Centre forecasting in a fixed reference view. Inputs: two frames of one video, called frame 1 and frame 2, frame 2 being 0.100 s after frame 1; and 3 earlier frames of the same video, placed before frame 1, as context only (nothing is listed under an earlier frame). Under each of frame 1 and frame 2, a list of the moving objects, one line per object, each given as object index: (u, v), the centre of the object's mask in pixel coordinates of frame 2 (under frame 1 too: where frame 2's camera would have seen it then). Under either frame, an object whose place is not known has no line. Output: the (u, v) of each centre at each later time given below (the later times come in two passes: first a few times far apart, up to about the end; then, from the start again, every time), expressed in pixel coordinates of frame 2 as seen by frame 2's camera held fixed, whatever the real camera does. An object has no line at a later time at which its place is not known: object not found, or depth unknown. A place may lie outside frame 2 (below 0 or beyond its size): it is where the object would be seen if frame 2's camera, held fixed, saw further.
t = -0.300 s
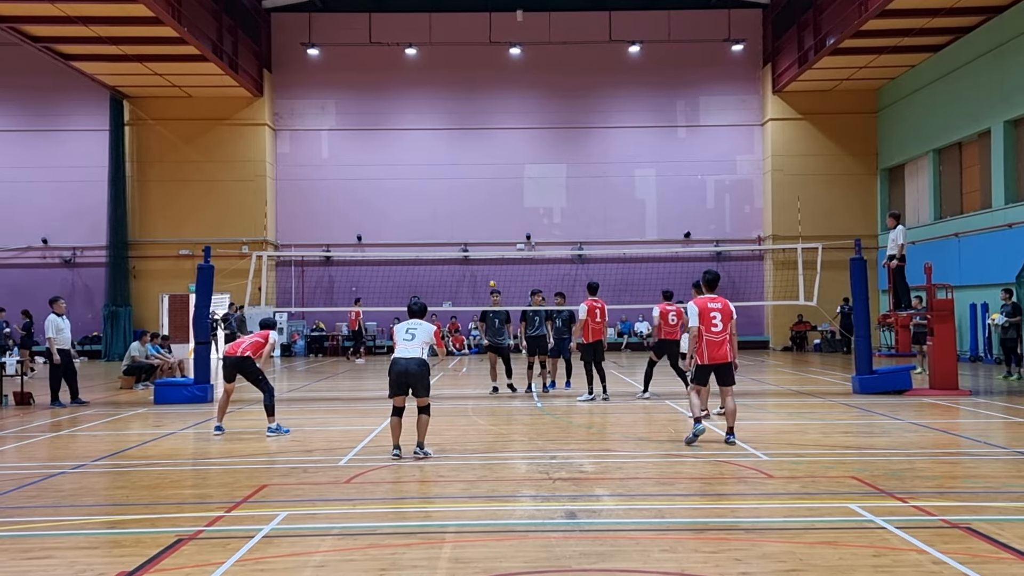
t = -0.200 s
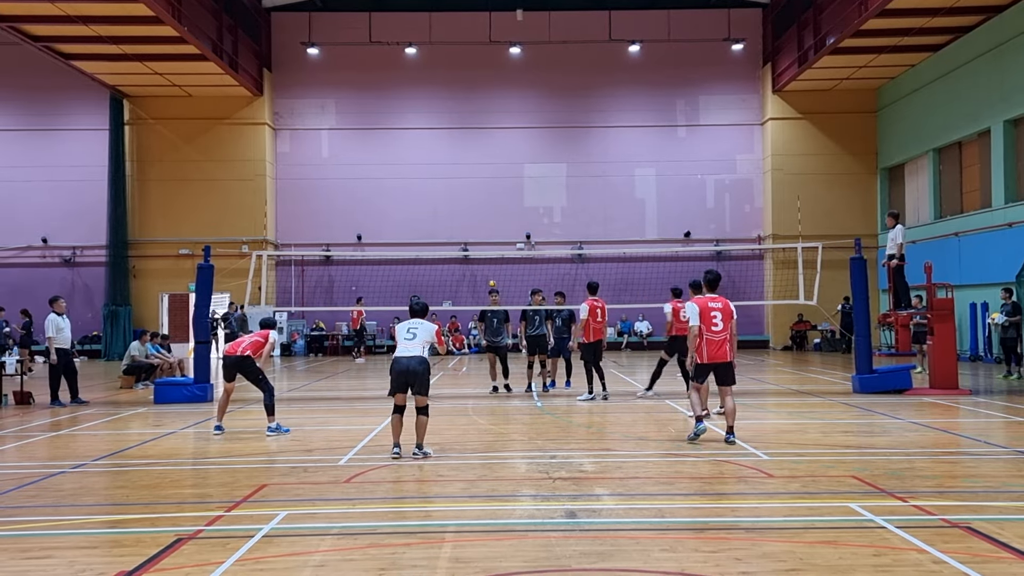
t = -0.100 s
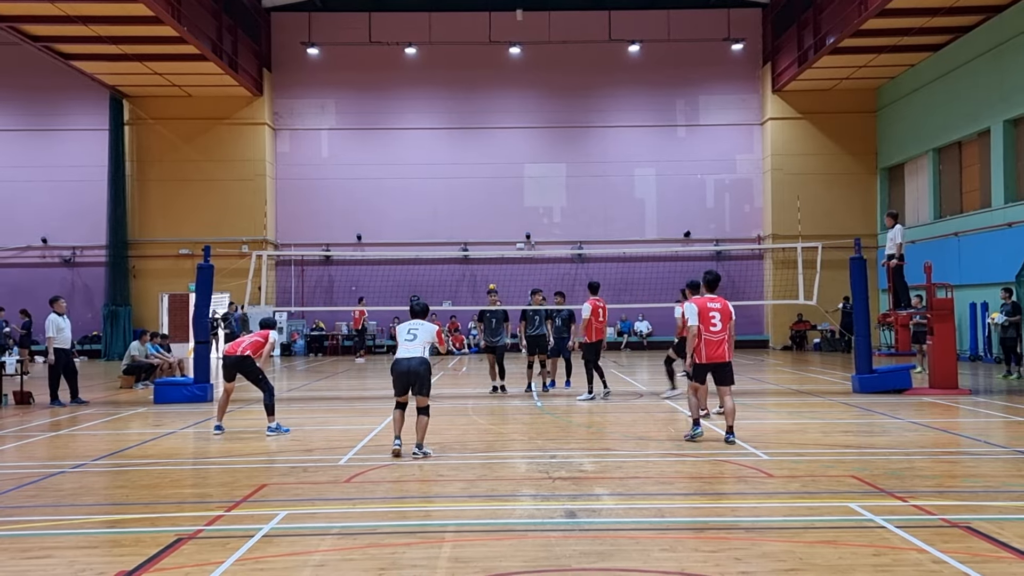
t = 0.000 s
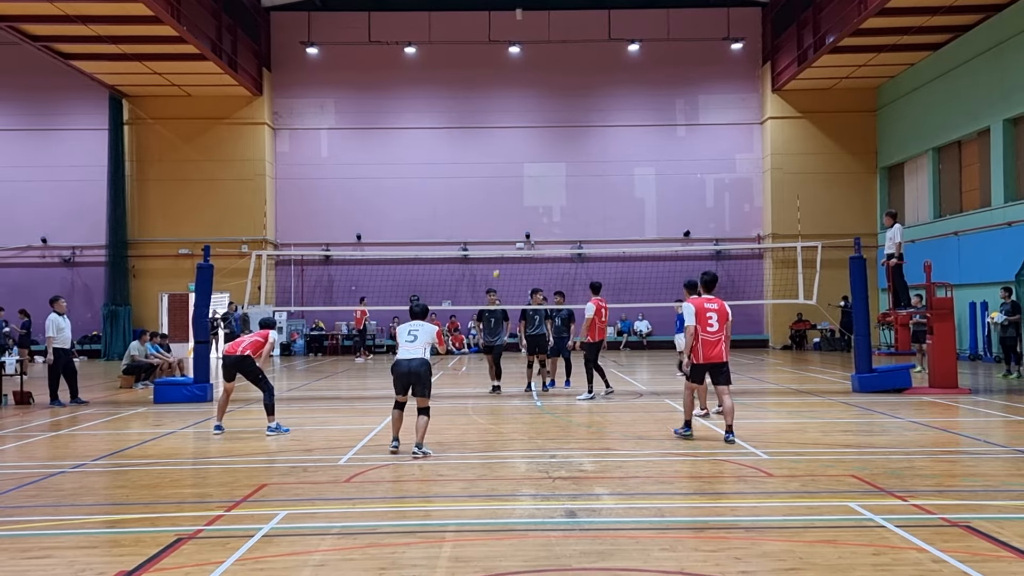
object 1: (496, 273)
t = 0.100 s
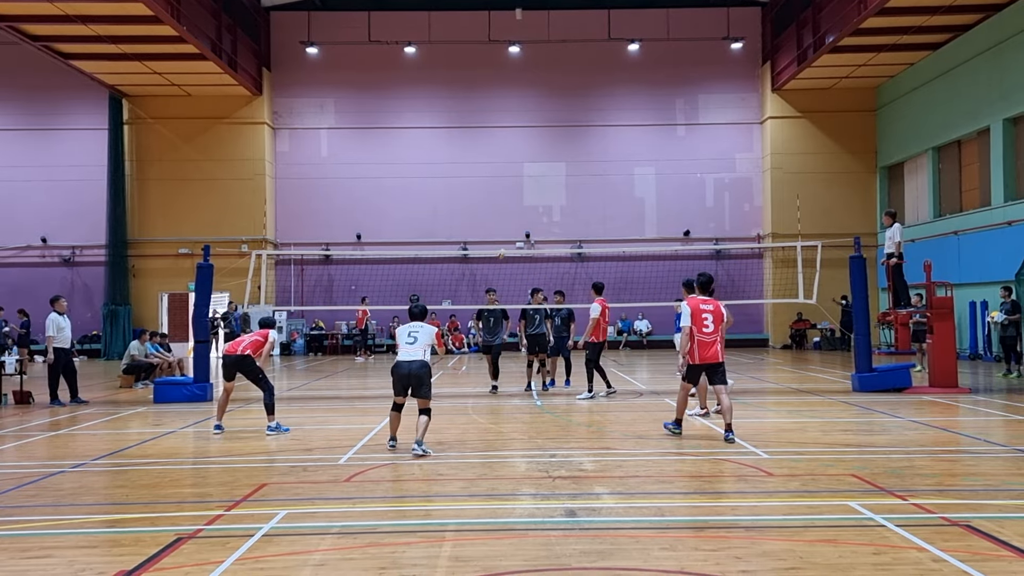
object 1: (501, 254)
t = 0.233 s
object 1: (510, 228)
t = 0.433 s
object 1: (531, 197)
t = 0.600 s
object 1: (550, 180)
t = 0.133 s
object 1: (504, 246)
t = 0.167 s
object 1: (506, 240)
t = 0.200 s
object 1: (508, 234)
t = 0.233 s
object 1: (510, 228)
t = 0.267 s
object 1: (514, 222)
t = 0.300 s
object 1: (517, 217)
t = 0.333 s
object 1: (520, 211)
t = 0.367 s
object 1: (524, 206)
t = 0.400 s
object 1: (527, 201)
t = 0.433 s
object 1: (531, 197)
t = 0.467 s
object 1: (535, 193)
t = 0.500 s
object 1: (538, 189)
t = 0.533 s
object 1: (542, 185)
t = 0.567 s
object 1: (546, 182)
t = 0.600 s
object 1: (550, 180)
